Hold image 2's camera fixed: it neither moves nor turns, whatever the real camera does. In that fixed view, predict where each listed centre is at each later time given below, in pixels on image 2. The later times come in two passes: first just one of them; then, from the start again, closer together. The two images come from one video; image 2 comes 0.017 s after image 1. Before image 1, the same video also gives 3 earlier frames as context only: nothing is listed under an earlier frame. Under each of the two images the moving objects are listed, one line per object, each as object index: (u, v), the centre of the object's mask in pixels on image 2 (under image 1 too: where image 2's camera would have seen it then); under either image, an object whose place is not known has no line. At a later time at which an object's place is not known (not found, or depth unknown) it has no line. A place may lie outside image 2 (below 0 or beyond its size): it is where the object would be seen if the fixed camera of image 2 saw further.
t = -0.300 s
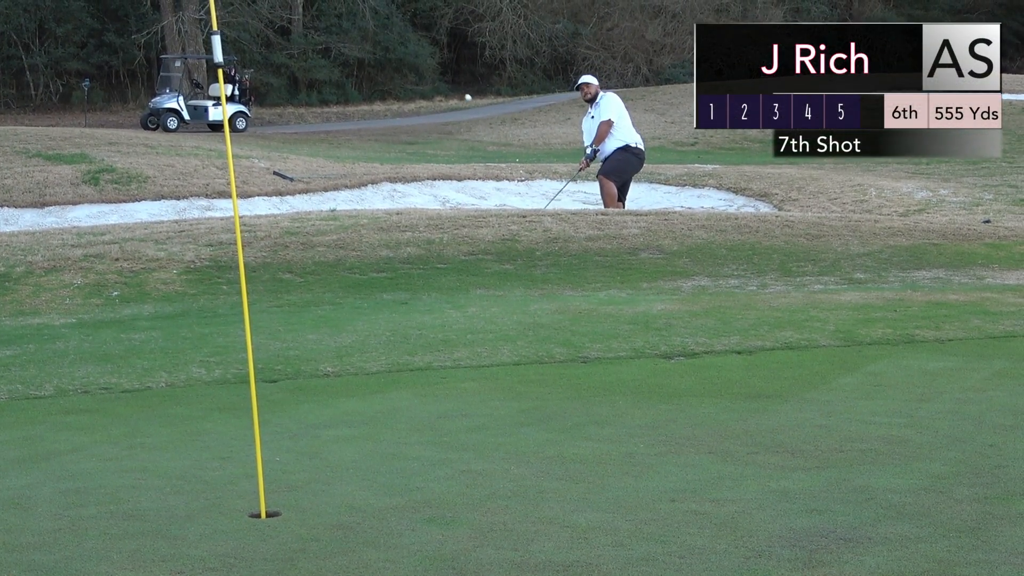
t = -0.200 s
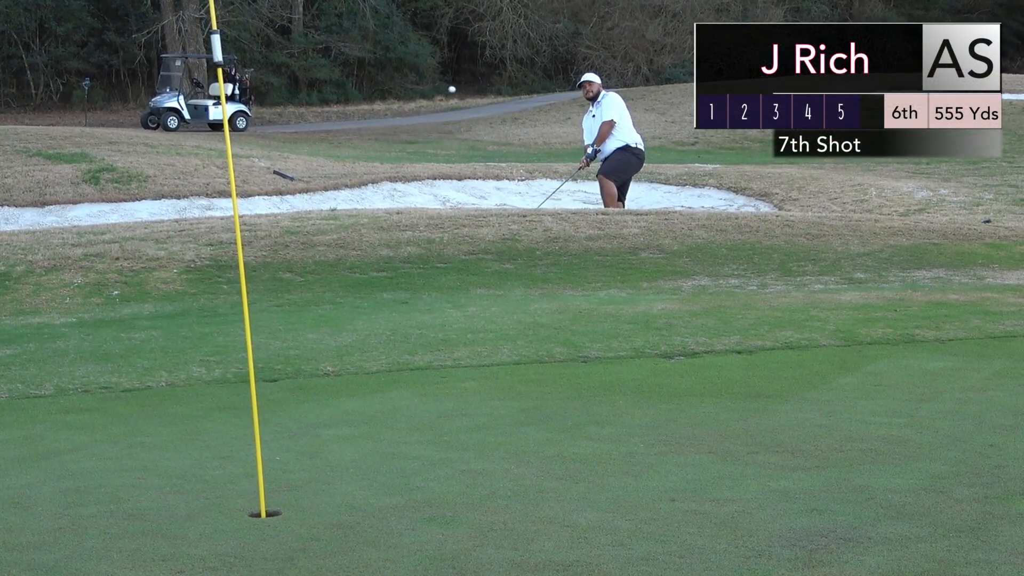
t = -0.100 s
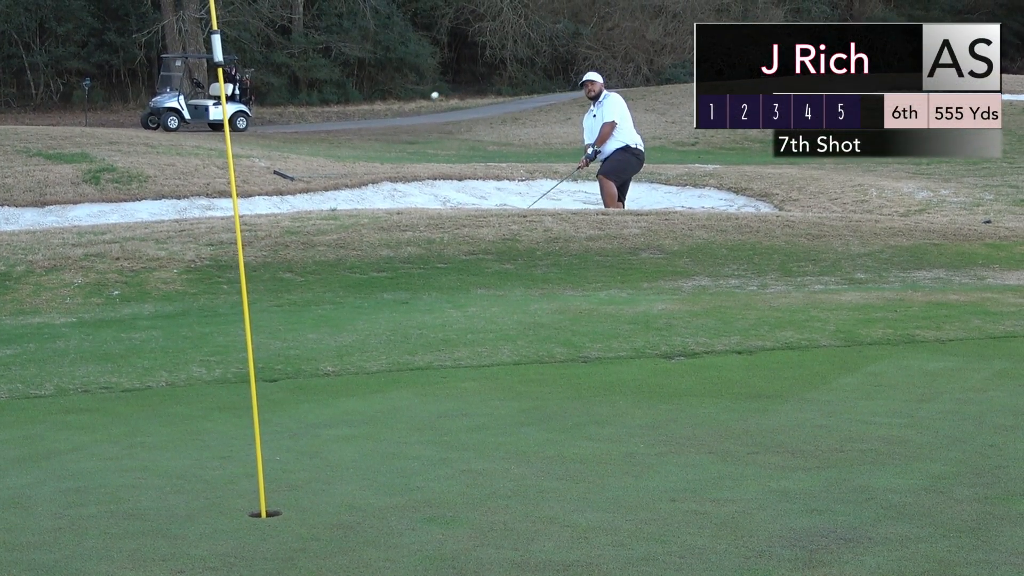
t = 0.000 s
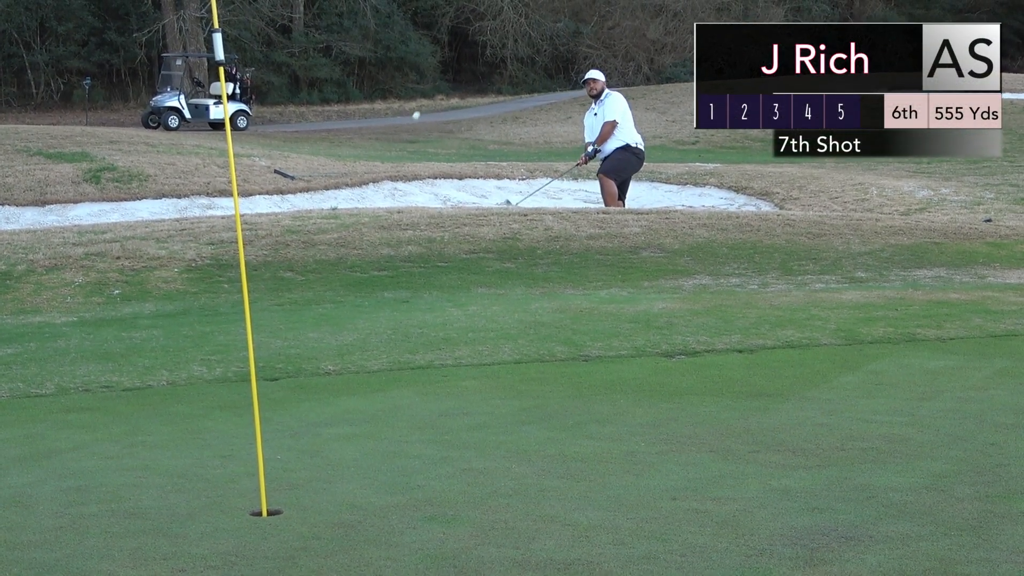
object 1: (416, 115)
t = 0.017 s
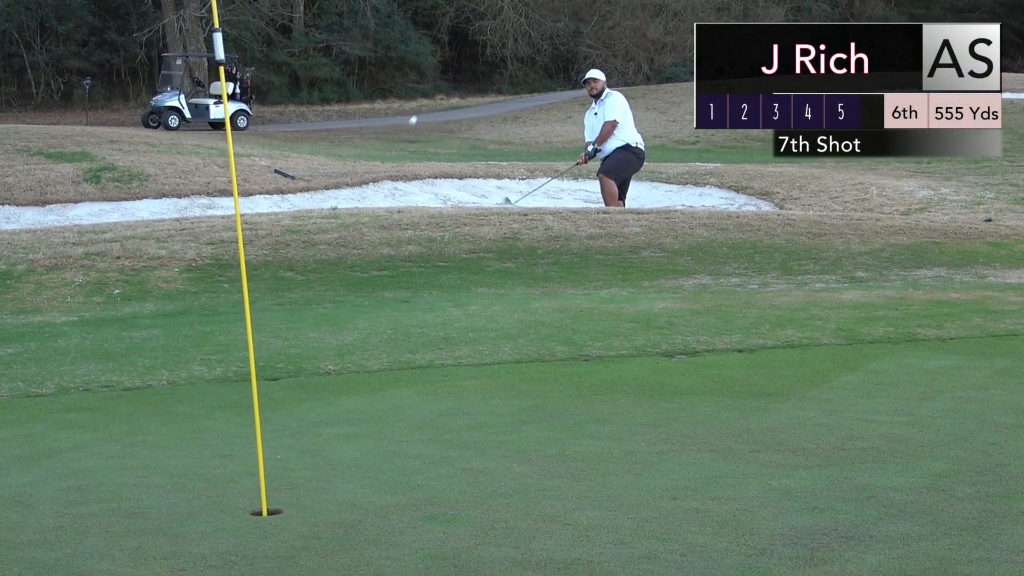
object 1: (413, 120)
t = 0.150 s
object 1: (388, 175)
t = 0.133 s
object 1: (391, 168)
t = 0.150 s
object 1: (388, 175)
